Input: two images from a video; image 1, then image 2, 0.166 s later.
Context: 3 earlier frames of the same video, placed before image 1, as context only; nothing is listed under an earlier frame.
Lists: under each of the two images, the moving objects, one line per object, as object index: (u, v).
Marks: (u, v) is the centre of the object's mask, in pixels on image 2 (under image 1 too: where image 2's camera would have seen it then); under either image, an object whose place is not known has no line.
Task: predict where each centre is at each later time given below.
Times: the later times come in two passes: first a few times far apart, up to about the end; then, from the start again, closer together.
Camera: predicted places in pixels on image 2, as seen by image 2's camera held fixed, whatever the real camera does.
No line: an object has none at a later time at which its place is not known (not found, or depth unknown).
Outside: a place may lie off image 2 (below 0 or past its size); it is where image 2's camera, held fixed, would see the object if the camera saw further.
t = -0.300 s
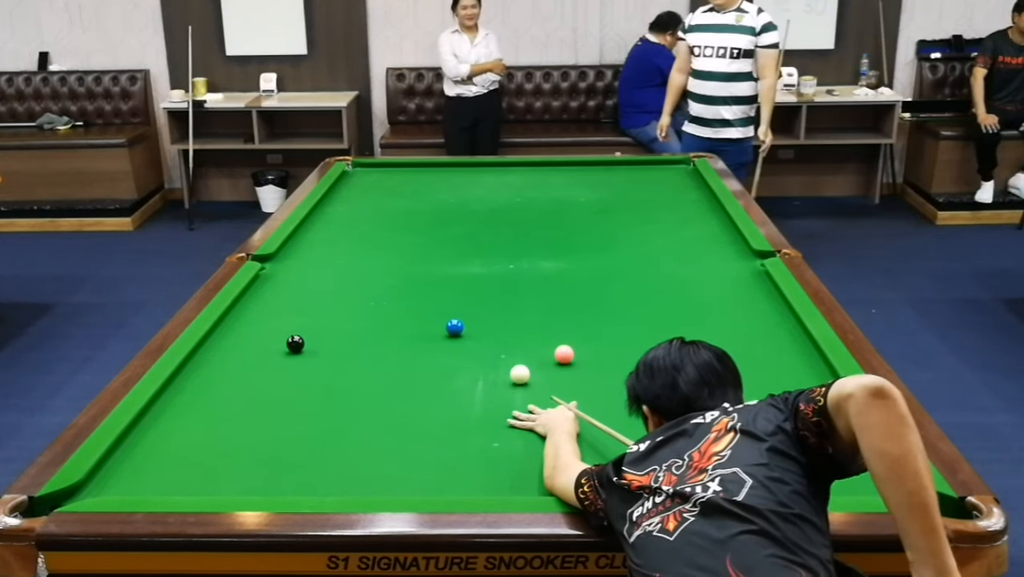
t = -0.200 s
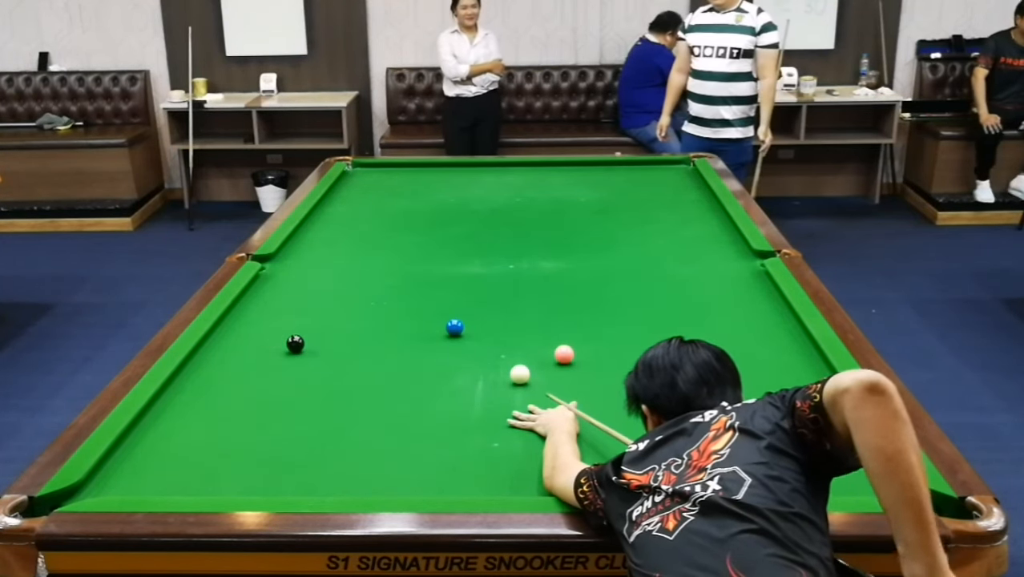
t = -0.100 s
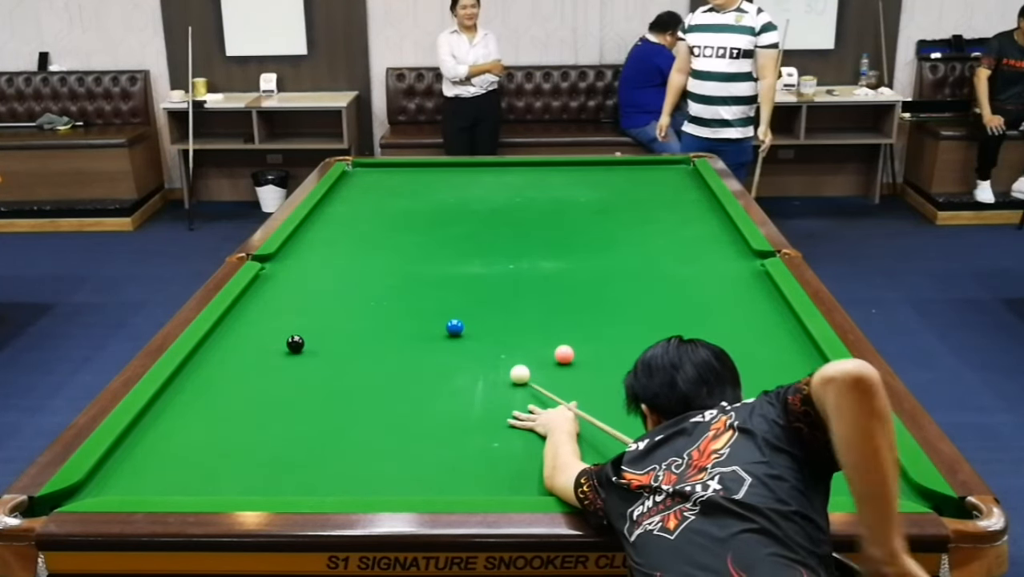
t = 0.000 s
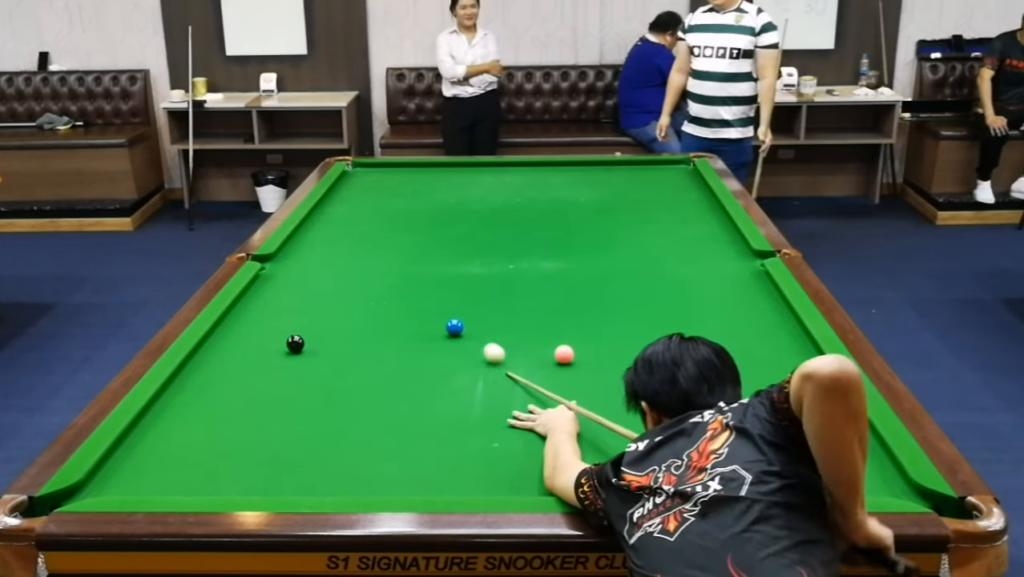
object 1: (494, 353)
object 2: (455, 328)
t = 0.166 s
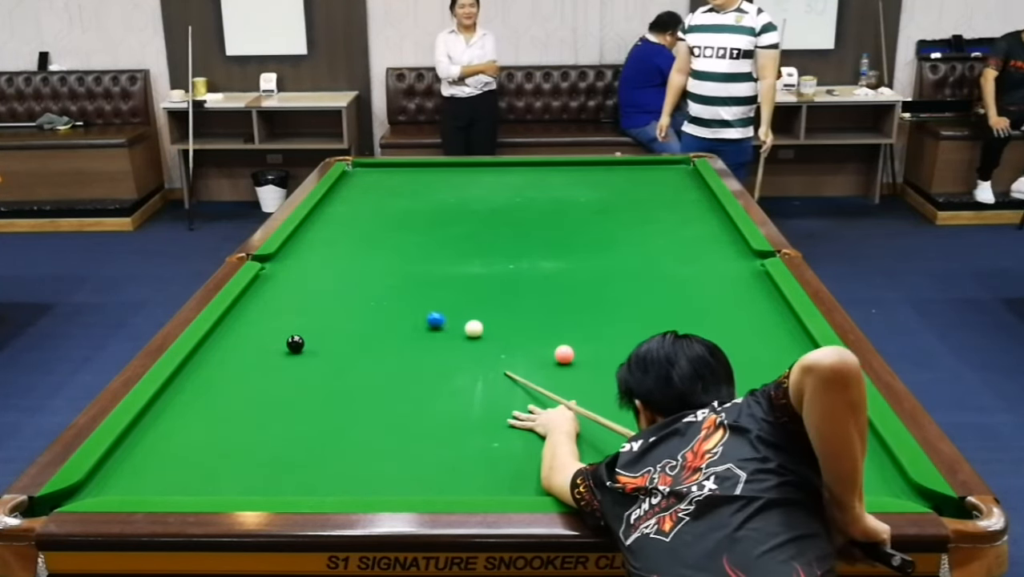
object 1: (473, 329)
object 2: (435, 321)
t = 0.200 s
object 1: (477, 328)
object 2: (426, 317)
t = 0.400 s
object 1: (496, 323)
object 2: (377, 300)
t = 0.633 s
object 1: (517, 318)
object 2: (329, 283)
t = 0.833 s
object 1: (533, 314)
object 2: (292, 270)
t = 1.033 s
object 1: (548, 310)
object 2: (260, 261)
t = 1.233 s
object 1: (562, 306)
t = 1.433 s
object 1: (574, 304)
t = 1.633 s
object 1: (586, 301)
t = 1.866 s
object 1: (598, 297)
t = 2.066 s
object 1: (607, 295)
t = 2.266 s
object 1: (616, 293)
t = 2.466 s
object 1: (623, 291)
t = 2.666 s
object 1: (629, 290)
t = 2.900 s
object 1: (636, 288)
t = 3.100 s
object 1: (640, 287)
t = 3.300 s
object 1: (644, 285)
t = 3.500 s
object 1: (647, 285)
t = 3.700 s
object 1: (650, 284)
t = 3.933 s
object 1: (651, 283)
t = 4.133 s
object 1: (652, 283)
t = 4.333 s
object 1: (652, 283)
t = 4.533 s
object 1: (651, 283)
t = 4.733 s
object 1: (651, 283)
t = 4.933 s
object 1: (651, 283)
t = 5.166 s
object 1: (651, 283)
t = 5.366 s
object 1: (651, 283)
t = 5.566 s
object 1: (651, 283)
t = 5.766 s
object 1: (651, 283)
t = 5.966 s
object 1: (651, 283)
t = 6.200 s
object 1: (651, 283)
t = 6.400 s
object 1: (651, 283)
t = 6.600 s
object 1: (651, 283)
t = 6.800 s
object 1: (651, 283)
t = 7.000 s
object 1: (651, 283)
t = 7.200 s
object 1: (651, 283)
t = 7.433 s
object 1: (651, 283)
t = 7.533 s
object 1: (652, 283)
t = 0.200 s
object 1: (477, 328)
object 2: (426, 317)
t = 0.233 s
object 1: (481, 327)
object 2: (416, 314)
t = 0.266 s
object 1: (484, 326)
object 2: (408, 311)
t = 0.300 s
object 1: (487, 325)
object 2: (400, 308)
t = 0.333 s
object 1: (490, 325)
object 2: (393, 306)
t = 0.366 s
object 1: (493, 324)
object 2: (385, 303)
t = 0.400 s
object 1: (496, 323)
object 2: (377, 300)
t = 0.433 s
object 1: (499, 322)
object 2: (370, 298)
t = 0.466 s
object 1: (503, 321)
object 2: (363, 295)
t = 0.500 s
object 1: (505, 321)
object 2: (356, 292)
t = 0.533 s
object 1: (508, 320)
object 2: (349, 290)
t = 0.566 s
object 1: (511, 319)
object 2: (342, 288)
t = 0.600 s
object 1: (514, 319)
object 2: (335, 285)
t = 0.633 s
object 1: (517, 318)
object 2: (329, 283)
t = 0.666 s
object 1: (520, 317)
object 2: (322, 281)
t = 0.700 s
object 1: (522, 317)
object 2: (316, 278)
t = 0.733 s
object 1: (525, 316)
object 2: (310, 276)
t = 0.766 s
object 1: (528, 315)
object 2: (304, 274)
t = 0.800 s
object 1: (530, 315)
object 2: (298, 272)
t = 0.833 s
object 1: (533, 314)
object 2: (292, 270)
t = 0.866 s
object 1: (536, 313)
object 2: (286, 268)
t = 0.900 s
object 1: (538, 312)
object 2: (280, 265)
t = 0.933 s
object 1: (541, 312)
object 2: (275, 263)
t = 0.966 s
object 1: (543, 311)
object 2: (269, 262)
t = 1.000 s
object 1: (546, 311)
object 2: (264, 260)
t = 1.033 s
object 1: (548, 310)
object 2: (260, 261)
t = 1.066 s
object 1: (550, 310)
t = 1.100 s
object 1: (553, 309)
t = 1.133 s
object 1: (555, 308)
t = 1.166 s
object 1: (557, 308)
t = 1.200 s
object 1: (560, 307)
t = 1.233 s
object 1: (562, 306)
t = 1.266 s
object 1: (564, 306)
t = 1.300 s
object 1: (566, 305)
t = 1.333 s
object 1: (568, 305)
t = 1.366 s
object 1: (570, 305)
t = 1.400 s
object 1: (572, 304)
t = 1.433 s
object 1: (574, 304)
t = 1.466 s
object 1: (576, 303)
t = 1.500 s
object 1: (578, 302)
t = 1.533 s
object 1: (580, 302)
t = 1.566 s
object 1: (582, 301)
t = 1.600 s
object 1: (584, 301)
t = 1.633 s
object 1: (586, 301)
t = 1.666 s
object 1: (588, 300)
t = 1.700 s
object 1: (590, 300)
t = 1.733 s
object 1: (591, 299)
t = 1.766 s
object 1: (593, 299)
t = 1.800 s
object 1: (595, 298)
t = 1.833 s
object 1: (596, 298)
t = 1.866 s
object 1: (598, 297)
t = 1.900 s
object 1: (599, 297)
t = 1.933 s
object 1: (601, 297)
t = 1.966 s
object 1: (603, 296)
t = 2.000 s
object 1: (604, 296)
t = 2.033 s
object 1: (606, 295)
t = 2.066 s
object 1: (607, 295)
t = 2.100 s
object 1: (609, 295)
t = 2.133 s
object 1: (610, 294)
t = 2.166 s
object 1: (611, 294)
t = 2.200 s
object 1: (613, 294)
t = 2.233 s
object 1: (614, 293)
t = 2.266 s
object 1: (616, 293)
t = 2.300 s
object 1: (617, 293)
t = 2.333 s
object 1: (618, 292)
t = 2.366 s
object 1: (619, 292)
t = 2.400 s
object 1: (621, 292)
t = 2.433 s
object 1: (622, 291)
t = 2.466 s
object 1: (623, 291)
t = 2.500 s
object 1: (624, 291)
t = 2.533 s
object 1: (625, 290)
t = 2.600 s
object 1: (626, 290)
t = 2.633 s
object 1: (627, 290)
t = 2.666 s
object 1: (629, 290)
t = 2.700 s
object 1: (630, 289)
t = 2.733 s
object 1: (631, 289)
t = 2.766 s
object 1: (632, 289)
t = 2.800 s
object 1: (633, 289)
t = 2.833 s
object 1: (634, 289)
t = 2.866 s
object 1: (635, 288)
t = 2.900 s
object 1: (636, 288)
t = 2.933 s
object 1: (637, 288)
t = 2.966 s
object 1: (637, 287)
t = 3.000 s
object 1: (638, 287)
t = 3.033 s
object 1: (639, 287)
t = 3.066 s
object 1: (640, 287)
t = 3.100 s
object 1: (640, 287)
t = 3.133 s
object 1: (641, 286)
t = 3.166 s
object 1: (642, 286)
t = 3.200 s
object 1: (642, 286)
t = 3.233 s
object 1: (643, 286)
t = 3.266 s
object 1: (643, 286)
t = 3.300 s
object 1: (644, 285)
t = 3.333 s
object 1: (645, 285)
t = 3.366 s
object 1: (645, 285)
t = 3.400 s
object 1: (645, 285)
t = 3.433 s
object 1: (646, 285)
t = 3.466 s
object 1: (647, 285)
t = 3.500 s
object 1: (647, 285)
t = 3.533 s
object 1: (647, 285)
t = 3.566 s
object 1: (648, 284)
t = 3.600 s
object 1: (648, 284)
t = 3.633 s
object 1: (649, 284)
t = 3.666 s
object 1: (649, 284)
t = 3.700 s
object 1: (650, 284)
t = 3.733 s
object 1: (650, 284)
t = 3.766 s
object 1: (650, 284)
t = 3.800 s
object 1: (651, 284)
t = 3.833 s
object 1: (651, 284)
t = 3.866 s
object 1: (651, 284)
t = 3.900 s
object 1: (651, 284)
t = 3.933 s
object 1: (651, 283)
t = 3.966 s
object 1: (651, 283)
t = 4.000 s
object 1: (651, 283)
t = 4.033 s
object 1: (651, 283)
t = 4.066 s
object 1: (651, 283)
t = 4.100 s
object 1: (652, 283)
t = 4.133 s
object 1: (652, 283)
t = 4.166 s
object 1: (652, 283)
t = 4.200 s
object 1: (652, 283)
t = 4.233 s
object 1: (651, 283)
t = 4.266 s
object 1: (651, 283)
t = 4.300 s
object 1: (651, 283)
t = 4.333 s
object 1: (652, 283)
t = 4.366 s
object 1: (652, 283)
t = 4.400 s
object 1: (652, 283)
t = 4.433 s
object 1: (652, 283)
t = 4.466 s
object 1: (652, 283)
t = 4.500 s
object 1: (651, 283)
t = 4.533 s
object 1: (651, 283)
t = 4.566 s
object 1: (651, 283)
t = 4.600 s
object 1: (651, 283)
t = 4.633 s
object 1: (651, 283)
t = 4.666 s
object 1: (651, 283)
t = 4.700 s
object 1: (651, 283)
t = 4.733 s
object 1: (651, 283)
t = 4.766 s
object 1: (651, 283)
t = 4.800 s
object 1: (651, 283)
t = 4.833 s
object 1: (651, 283)
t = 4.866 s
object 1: (651, 283)
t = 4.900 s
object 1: (651, 283)
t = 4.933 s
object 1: (651, 283)
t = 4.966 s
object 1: (651, 283)
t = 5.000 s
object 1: (651, 283)
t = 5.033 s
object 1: (651, 283)
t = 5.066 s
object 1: (651, 283)
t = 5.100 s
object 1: (651, 283)
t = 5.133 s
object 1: (651, 283)
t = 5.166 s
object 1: (651, 283)
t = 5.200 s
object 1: (651, 283)
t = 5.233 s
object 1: (651, 283)
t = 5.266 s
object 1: (651, 283)
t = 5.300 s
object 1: (651, 283)
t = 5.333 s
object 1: (651, 283)
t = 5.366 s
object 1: (651, 283)
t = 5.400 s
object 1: (651, 283)
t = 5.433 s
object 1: (651, 283)
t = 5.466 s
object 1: (651, 283)
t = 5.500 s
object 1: (651, 283)
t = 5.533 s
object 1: (651, 283)
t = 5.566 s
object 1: (651, 283)
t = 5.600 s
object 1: (651, 283)
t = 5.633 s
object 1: (651, 283)
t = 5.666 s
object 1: (651, 283)
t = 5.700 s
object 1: (651, 283)
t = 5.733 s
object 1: (651, 283)
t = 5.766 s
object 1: (651, 283)
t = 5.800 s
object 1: (651, 283)
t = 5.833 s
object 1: (651, 283)
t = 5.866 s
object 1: (651, 283)
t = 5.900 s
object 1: (651, 283)
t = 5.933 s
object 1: (651, 283)
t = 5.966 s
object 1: (651, 283)
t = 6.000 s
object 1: (651, 283)
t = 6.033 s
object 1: (651, 283)
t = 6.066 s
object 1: (651, 283)
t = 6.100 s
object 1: (651, 283)
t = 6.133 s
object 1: (651, 283)
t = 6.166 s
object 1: (651, 283)
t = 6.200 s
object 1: (651, 283)
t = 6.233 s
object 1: (651, 283)
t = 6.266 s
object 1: (651, 283)
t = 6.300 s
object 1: (651, 283)
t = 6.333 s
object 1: (651, 283)
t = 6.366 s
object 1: (651, 283)
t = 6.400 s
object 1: (651, 283)
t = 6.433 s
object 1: (652, 283)
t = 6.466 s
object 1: (652, 283)
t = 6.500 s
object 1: (652, 283)
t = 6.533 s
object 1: (651, 283)
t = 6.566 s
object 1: (651, 283)
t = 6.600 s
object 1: (651, 283)
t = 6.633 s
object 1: (651, 283)
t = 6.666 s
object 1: (651, 283)
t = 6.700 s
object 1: (651, 283)
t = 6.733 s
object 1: (651, 283)
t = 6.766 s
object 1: (651, 283)
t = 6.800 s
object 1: (651, 283)
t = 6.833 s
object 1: (651, 283)
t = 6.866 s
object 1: (651, 283)
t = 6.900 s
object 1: (651, 283)
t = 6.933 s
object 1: (652, 283)
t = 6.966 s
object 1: (652, 283)
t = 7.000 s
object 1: (651, 283)
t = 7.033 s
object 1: (651, 283)
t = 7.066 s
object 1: (651, 283)
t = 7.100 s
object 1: (651, 283)
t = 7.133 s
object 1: (651, 283)
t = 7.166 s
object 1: (651, 283)
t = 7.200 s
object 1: (651, 283)
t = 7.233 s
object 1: (651, 283)
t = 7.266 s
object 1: (651, 283)
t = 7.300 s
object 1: (651, 283)
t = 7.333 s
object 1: (651, 283)
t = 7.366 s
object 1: (651, 283)
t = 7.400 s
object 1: (651, 283)
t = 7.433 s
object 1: (651, 283)
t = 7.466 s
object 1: (651, 283)
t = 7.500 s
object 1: (652, 283)
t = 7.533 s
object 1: (652, 283)
